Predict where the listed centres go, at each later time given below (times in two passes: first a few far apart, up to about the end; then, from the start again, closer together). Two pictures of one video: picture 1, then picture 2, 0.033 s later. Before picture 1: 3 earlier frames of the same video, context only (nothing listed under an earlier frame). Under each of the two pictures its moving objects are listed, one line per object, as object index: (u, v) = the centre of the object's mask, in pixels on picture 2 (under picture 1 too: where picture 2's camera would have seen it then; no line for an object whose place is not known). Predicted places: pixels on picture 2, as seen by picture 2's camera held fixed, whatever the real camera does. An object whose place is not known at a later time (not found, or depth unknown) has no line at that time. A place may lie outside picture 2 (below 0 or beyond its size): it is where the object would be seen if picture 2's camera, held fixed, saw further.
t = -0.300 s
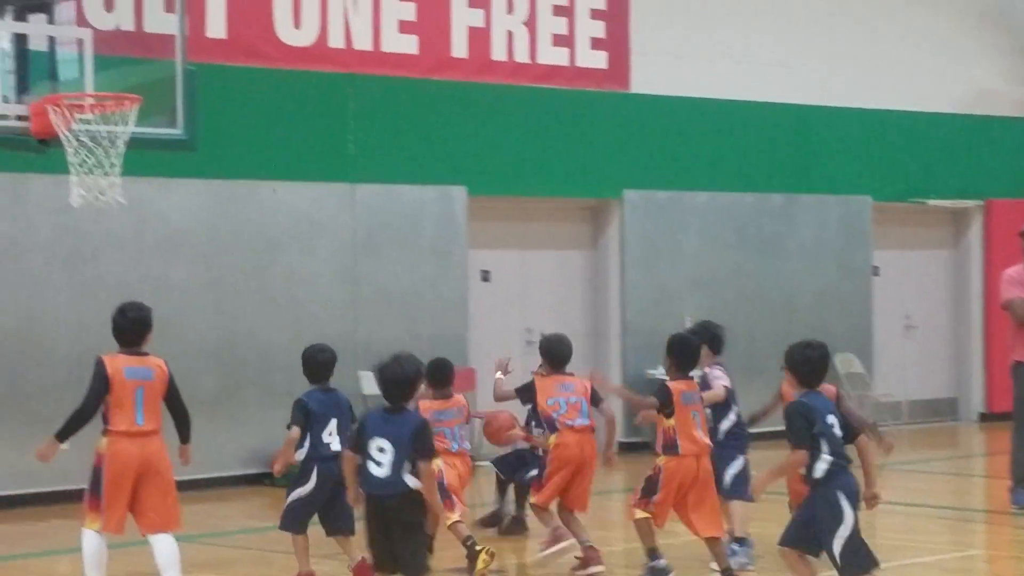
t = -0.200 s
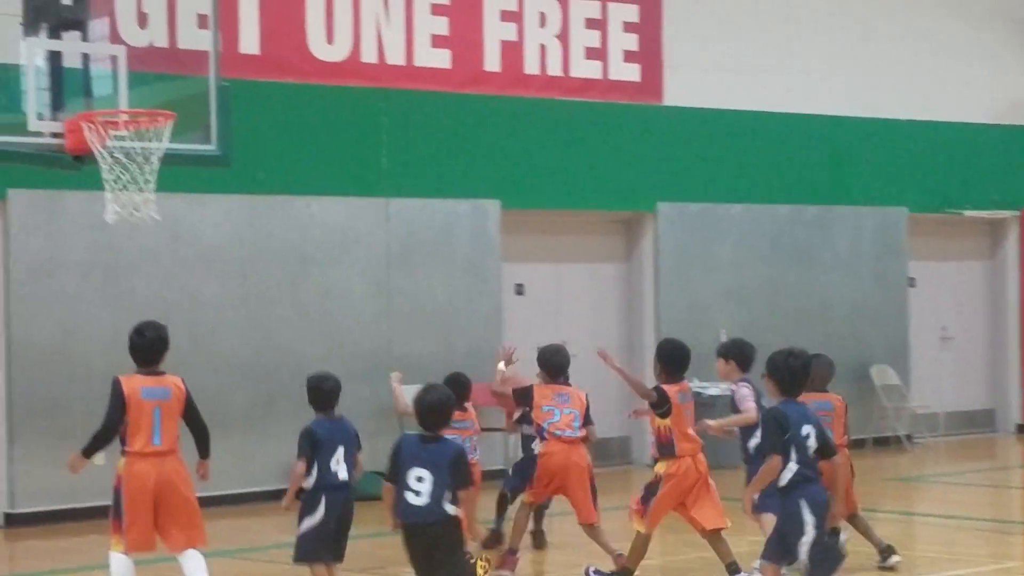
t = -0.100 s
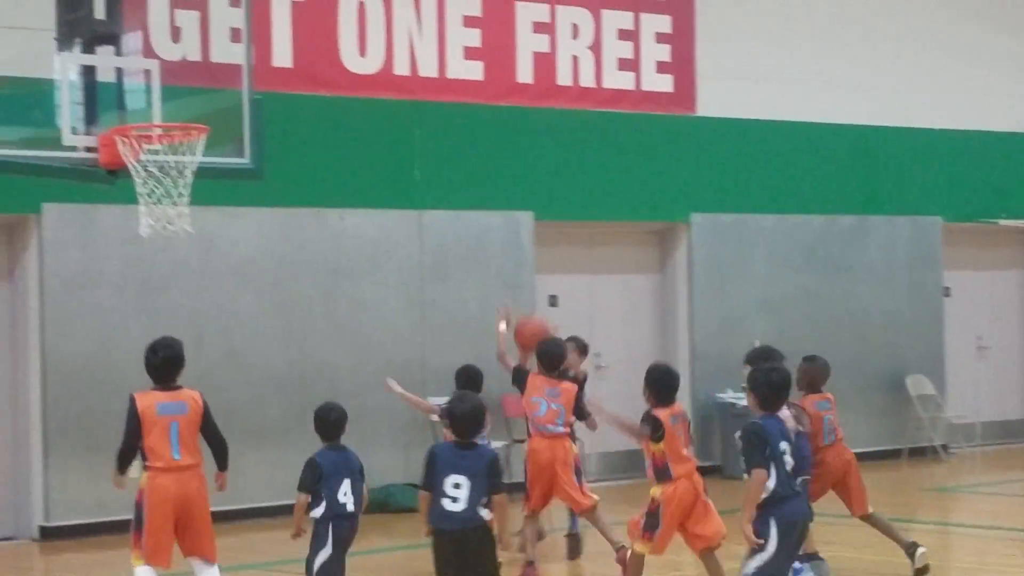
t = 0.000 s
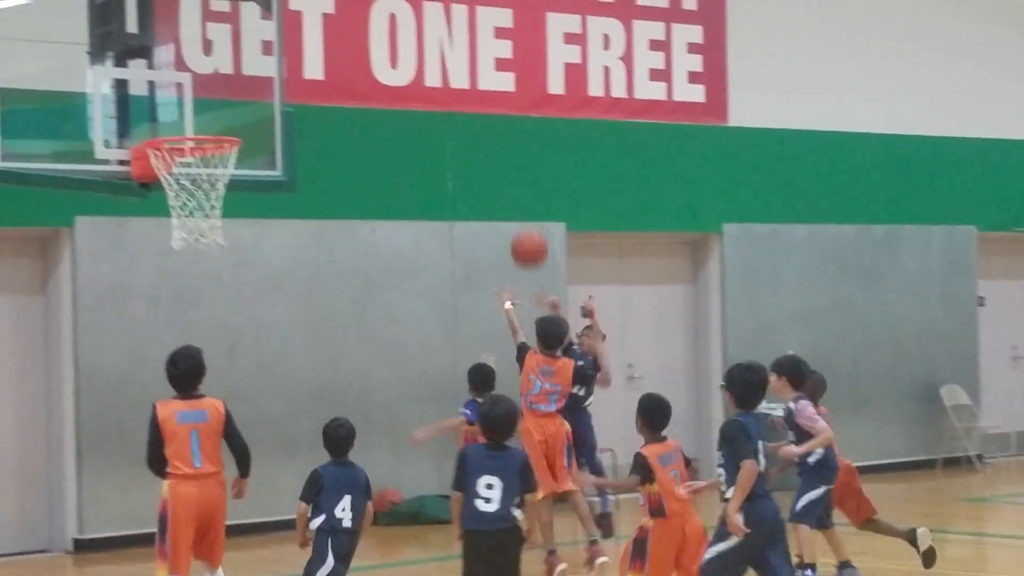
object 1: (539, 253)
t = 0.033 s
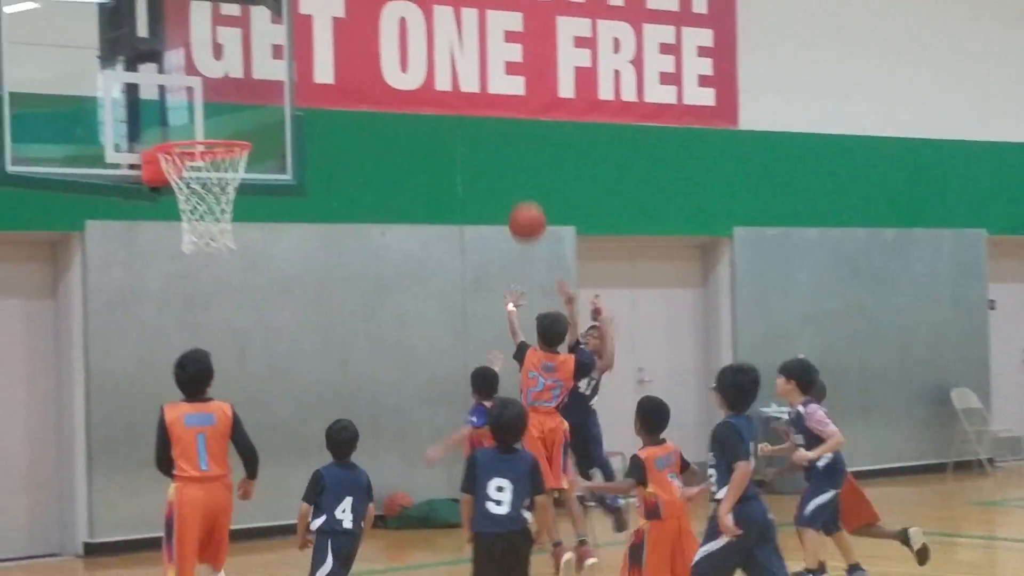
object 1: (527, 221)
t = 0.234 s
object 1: (452, 78)
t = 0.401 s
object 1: (389, 1)
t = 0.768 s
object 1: (241, 2)
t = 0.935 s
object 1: (171, 90)
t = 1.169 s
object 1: (91, 27)
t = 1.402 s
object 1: (51, 2)
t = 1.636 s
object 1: (40, 92)
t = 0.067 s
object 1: (515, 194)
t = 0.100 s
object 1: (502, 168)
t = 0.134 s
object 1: (490, 143)
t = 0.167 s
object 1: (478, 120)
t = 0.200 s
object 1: (465, 99)
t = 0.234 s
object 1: (452, 78)
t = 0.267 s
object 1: (440, 59)
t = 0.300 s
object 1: (427, 42)
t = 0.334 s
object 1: (415, 26)
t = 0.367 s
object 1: (402, 13)
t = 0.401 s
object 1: (389, 1)
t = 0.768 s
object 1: (241, 2)
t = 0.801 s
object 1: (228, 14)
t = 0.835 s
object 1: (213, 31)
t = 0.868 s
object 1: (199, 49)
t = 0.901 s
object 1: (185, 68)
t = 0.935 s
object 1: (171, 90)
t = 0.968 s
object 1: (155, 116)
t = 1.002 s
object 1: (144, 120)
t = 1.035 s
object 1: (134, 96)
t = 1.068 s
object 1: (123, 76)
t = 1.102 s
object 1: (112, 57)
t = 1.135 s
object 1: (102, 41)
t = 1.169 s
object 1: (91, 27)
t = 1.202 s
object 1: (81, 16)
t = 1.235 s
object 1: (70, 4)
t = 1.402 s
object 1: (51, 2)
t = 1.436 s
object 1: (48, 8)
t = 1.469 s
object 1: (45, 16)
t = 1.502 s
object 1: (45, 24)
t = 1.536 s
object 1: (42, 38)
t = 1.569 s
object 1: (41, 53)
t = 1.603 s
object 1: (40, 71)
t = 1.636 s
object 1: (40, 92)
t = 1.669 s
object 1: (40, 114)
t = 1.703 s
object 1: (40, 139)
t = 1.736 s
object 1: (39, 167)
